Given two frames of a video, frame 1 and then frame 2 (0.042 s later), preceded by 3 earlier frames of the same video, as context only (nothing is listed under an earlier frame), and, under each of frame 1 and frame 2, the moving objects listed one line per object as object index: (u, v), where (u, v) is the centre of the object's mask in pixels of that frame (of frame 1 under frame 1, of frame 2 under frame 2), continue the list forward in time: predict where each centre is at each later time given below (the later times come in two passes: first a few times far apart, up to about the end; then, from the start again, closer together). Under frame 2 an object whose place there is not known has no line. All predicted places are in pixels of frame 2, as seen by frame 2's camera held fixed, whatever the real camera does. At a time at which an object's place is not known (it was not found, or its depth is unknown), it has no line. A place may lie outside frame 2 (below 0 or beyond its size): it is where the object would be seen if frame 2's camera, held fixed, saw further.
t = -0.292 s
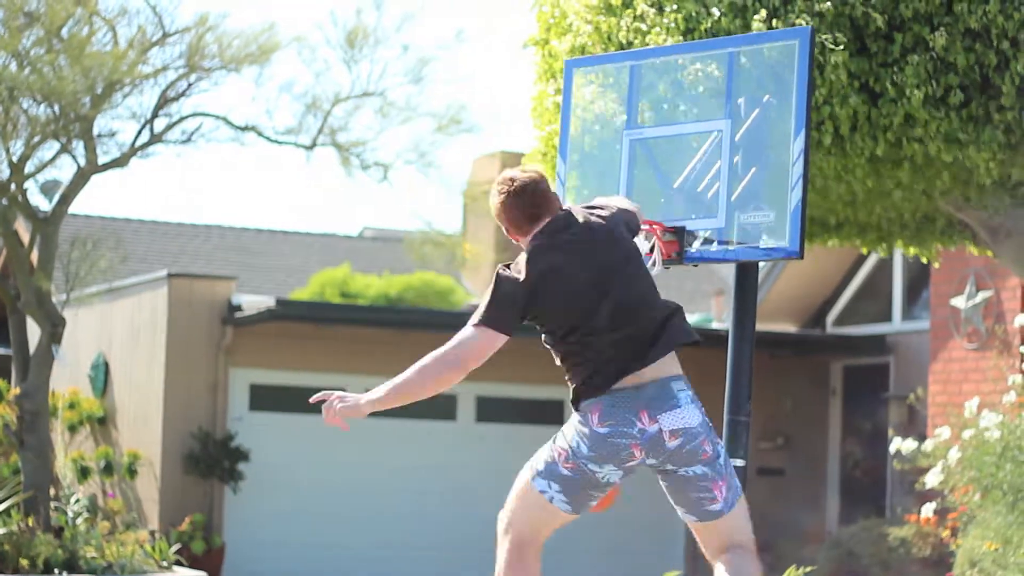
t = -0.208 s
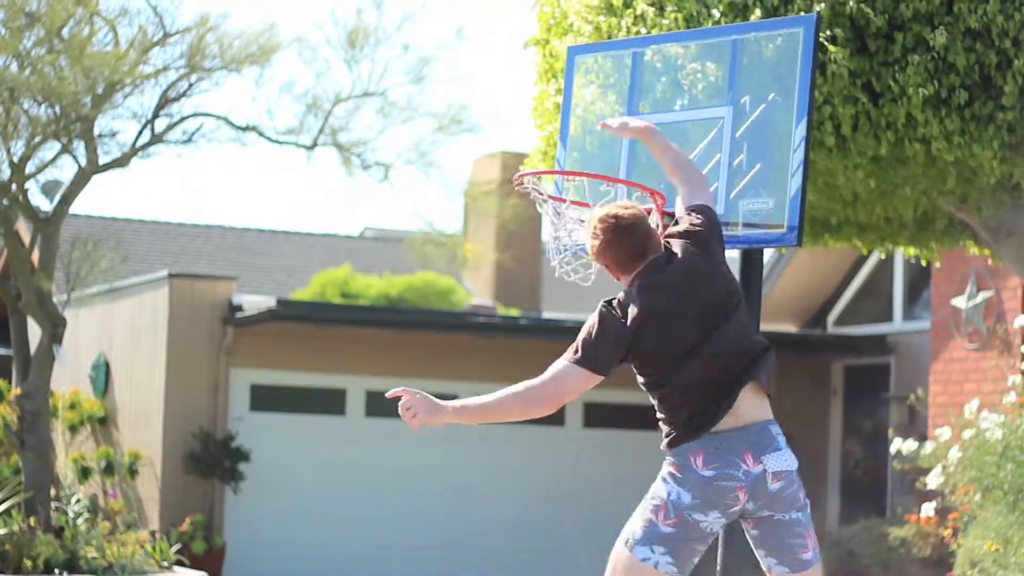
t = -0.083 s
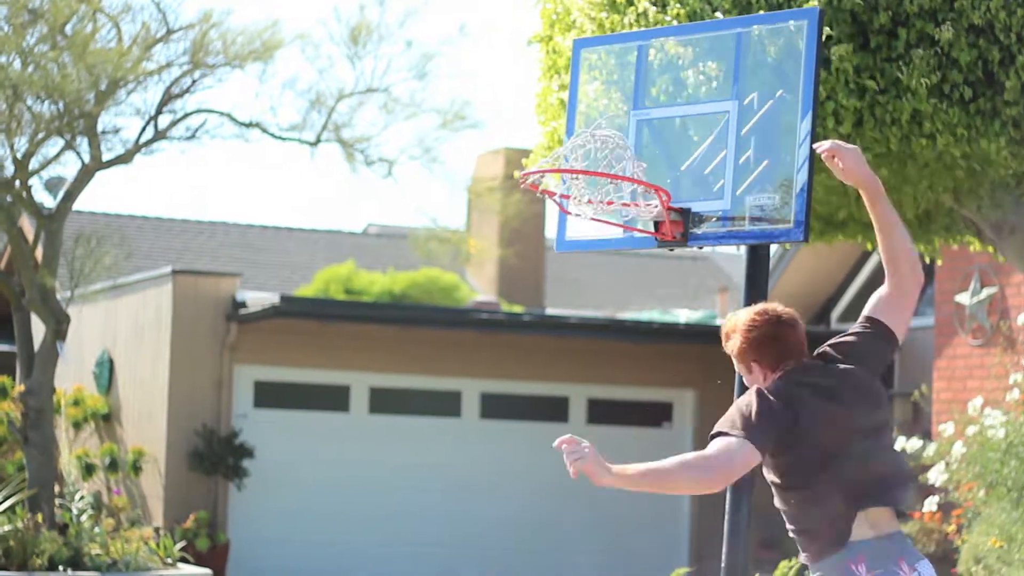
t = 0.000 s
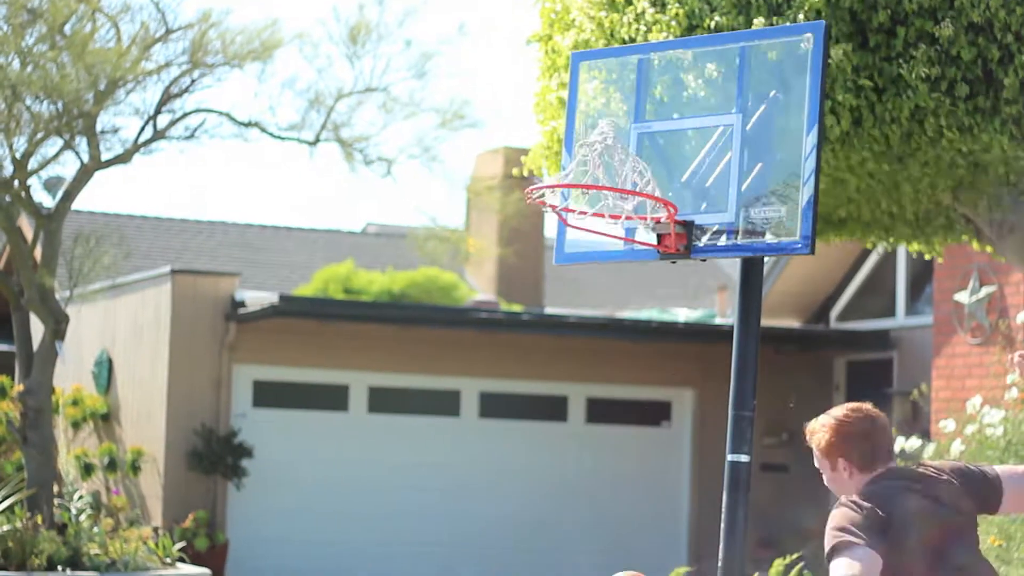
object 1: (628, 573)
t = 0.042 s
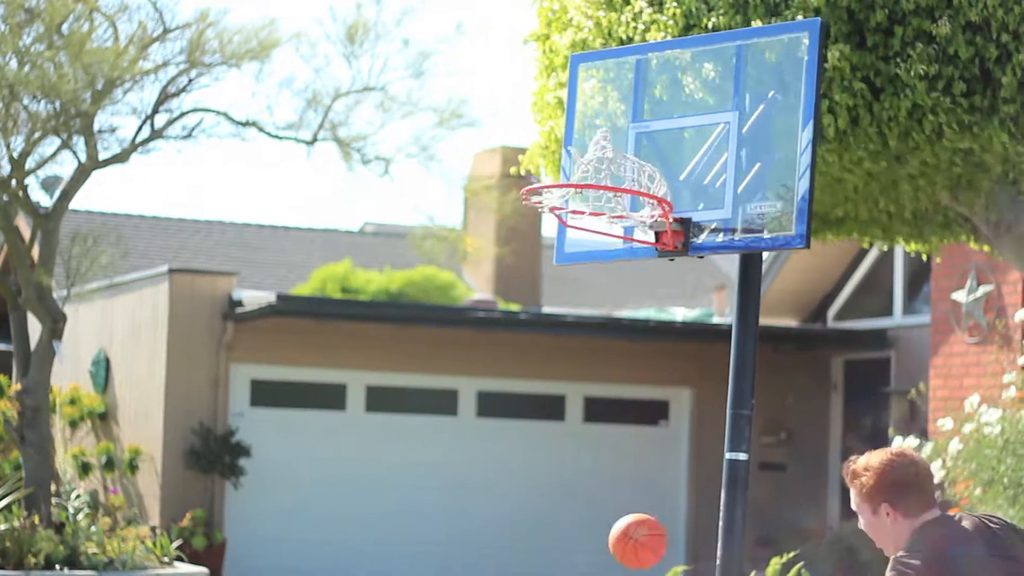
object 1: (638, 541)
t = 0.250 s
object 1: (695, 339)
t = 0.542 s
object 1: (770, 280)
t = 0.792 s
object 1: (841, 437)
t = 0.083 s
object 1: (647, 490)
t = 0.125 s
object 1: (659, 444)
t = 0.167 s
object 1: (670, 403)
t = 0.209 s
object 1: (683, 368)
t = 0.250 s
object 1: (695, 339)
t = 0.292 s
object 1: (705, 315)
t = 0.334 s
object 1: (714, 295)
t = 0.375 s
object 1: (726, 281)
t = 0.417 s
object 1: (740, 272)
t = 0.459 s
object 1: (753, 269)
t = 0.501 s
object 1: (758, 273)
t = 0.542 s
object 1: (770, 280)
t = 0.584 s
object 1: (781, 292)
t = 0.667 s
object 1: (807, 334)
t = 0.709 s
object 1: (816, 363)
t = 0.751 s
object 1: (830, 397)
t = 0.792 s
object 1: (841, 437)
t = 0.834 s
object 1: (853, 484)
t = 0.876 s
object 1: (865, 536)
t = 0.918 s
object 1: (877, 578)
